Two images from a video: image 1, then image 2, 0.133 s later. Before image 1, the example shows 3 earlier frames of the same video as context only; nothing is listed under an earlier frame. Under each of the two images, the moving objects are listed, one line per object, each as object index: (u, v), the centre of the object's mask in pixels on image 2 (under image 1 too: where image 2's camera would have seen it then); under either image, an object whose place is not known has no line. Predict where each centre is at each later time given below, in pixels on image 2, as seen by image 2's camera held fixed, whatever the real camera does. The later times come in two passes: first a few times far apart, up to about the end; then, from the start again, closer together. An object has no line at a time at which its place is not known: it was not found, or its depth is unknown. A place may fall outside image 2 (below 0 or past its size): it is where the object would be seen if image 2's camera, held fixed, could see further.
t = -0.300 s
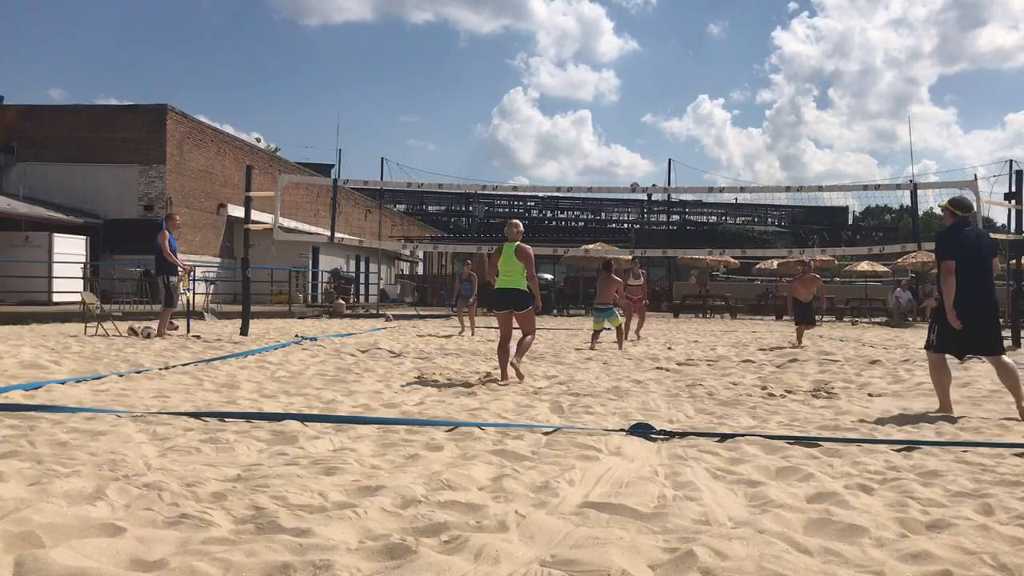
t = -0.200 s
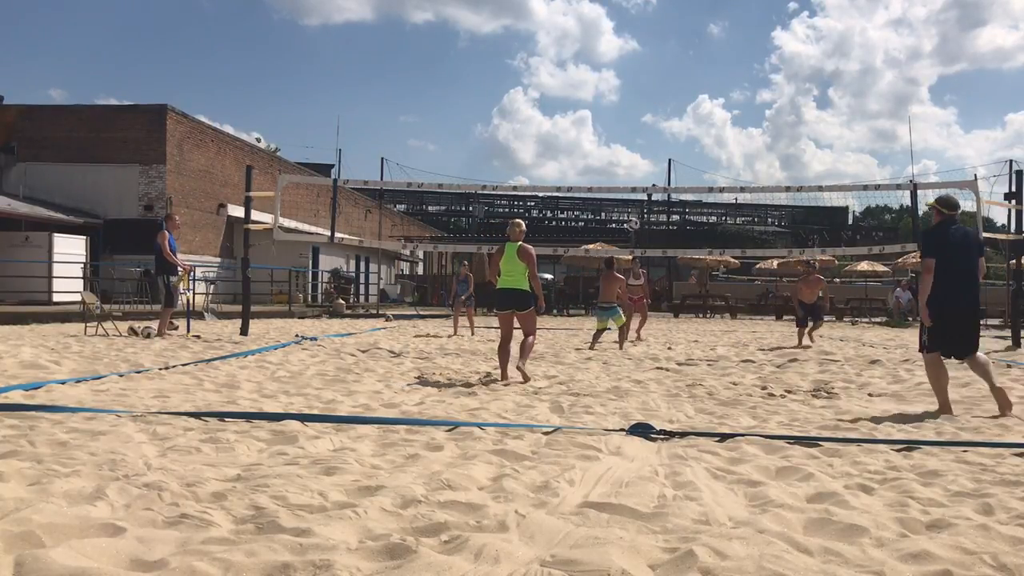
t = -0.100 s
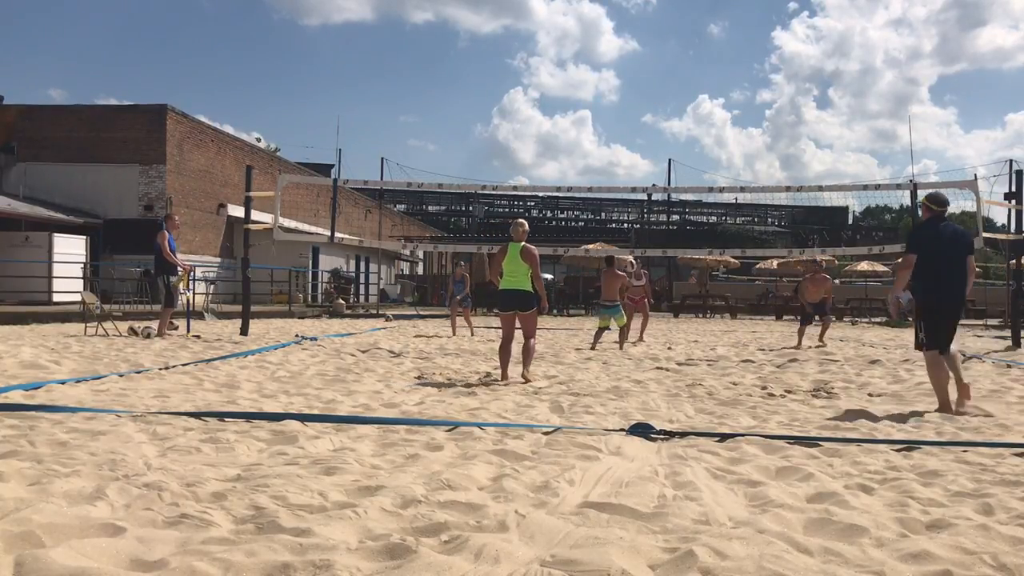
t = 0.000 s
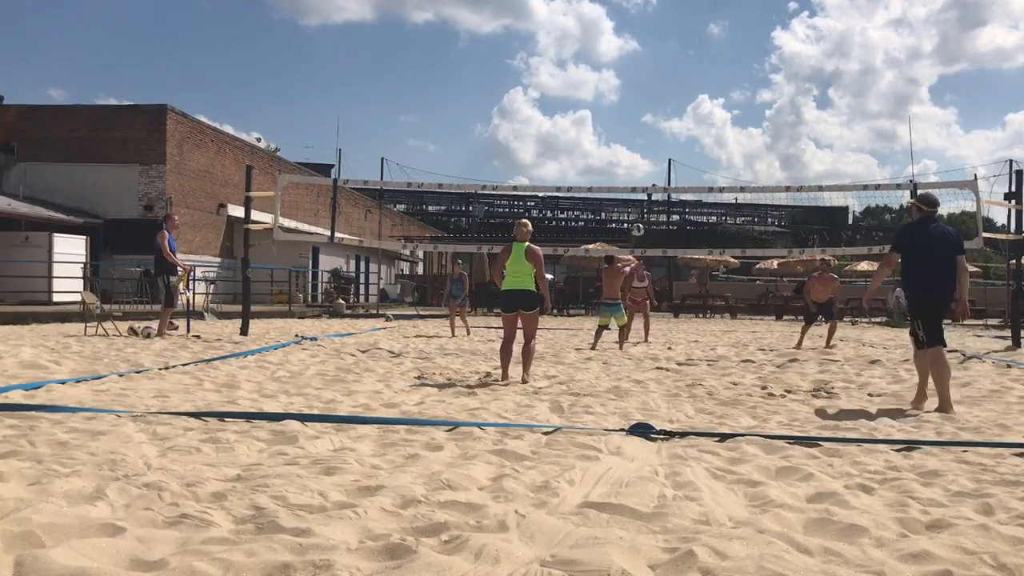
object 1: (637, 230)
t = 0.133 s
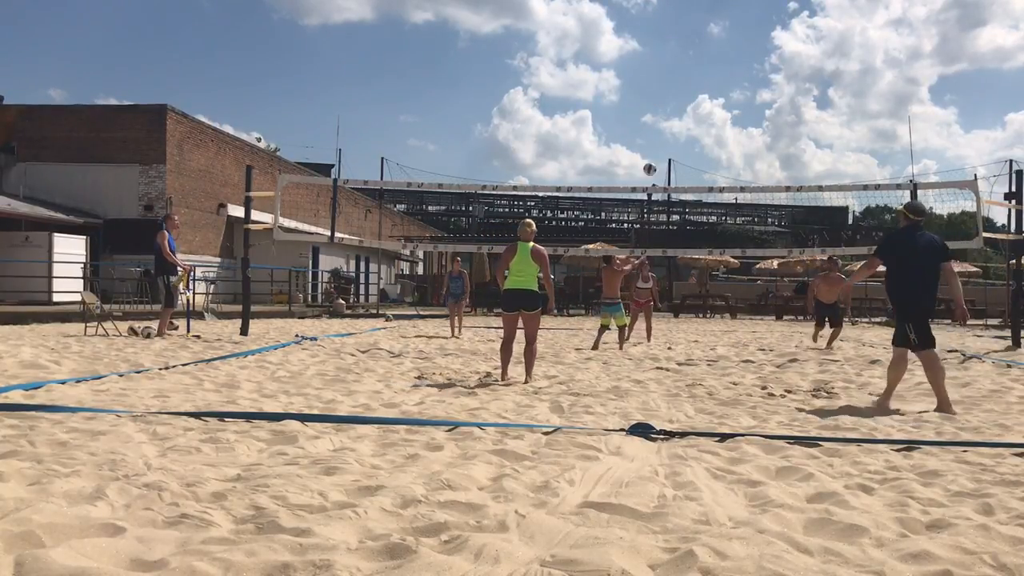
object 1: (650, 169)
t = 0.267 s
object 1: (662, 119)
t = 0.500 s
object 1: (683, 58)
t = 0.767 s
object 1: (705, 29)
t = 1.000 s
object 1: (724, 40)
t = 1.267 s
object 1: (743, 92)
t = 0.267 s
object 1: (662, 119)
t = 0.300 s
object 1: (665, 108)
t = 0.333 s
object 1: (668, 98)
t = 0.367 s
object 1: (671, 88)
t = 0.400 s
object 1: (674, 80)
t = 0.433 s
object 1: (677, 72)
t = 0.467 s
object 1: (679, 64)
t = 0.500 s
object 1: (683, 58)
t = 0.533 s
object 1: (686, 52)
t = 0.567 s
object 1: (688, 46)
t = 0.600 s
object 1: (691, 42)
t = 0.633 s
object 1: (694, 38)
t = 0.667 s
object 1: (697, 35)
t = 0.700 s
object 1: (700, 32)
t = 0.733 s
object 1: (702, 30)
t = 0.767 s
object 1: (705, 29)
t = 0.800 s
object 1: (708, 28)
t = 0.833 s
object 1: (710, 29)
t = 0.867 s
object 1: (713, 30)
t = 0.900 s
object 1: (715, 31)
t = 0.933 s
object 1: (718, 33)
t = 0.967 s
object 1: (721, 36)
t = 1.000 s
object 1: (724, 40)
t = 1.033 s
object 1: (726, 44)
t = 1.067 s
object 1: (729, 49)
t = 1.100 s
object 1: (731, 54)
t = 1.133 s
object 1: (734, 61)
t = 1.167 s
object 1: (736, 67)
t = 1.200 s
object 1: (738, 75)
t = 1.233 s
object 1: (741, 83)
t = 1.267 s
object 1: (743, 92)
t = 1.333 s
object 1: (747, 111)
